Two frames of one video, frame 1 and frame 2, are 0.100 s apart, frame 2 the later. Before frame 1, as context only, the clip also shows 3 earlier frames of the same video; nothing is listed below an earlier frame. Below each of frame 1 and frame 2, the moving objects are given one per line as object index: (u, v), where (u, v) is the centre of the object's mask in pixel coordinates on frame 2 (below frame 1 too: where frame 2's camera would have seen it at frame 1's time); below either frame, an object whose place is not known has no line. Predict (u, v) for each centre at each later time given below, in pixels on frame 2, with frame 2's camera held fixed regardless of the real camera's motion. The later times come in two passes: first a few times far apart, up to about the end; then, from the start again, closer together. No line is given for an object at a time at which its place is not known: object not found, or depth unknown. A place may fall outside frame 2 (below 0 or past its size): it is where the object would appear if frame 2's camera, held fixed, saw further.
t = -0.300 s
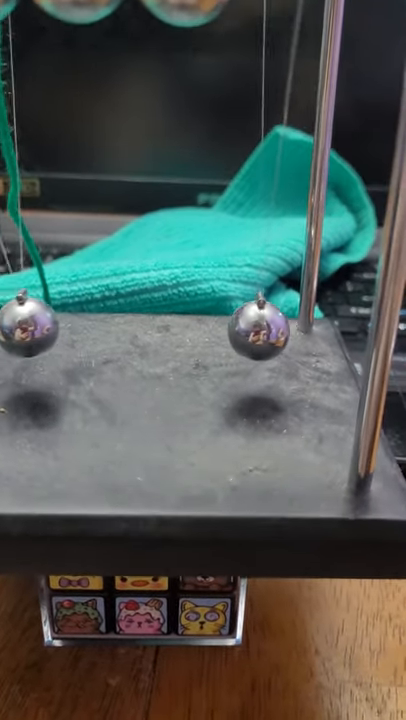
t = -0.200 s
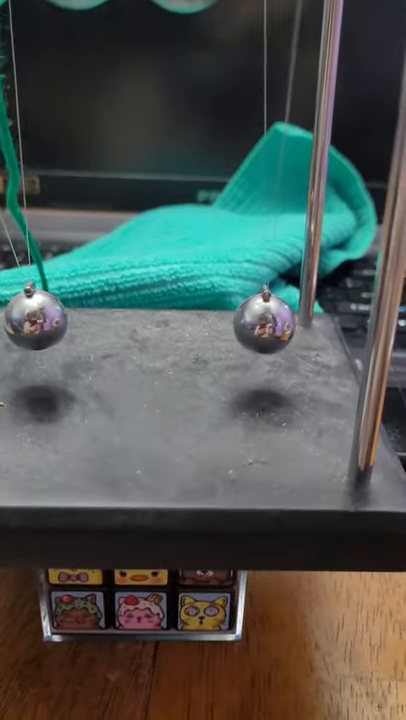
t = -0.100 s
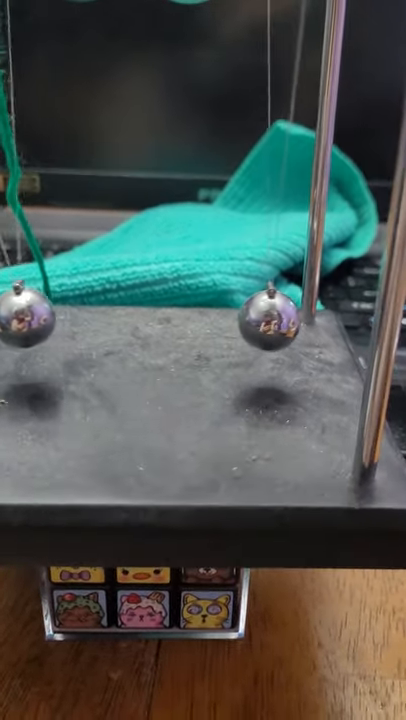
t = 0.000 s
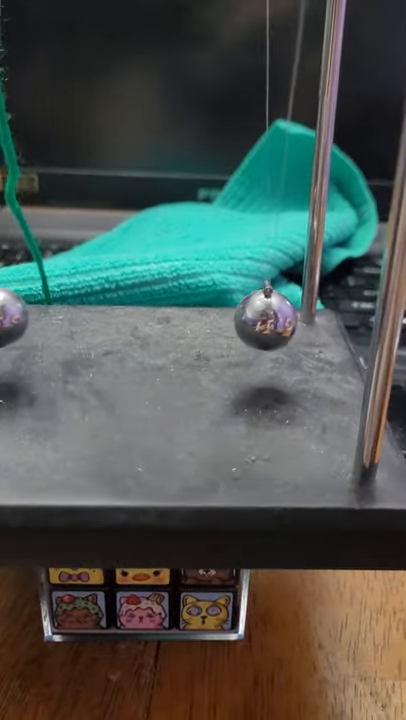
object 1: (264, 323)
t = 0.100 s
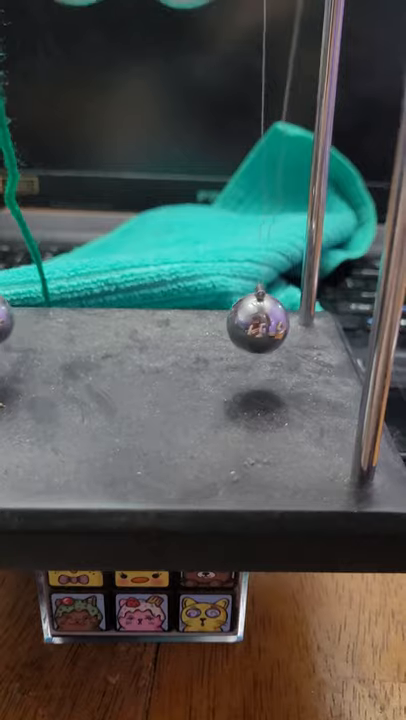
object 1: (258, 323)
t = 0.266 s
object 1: (255, 322)
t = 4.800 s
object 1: (257, 323)
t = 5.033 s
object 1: (269, 323)
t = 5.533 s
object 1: (265, 323)
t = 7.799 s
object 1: (254, 323)
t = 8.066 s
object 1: (264, 323)
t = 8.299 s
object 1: (268, 323)
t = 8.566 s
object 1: (252, 323)
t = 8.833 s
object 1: (273, 323)
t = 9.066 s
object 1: (256, 323)
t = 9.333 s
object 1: (263, 324)
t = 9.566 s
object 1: (269, 323)
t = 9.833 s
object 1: (251, 323)
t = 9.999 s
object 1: (267, 323)
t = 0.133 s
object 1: (256, 323)
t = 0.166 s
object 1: (255, 323)
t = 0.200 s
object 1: (254, 322)
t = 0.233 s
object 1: (254, 323)
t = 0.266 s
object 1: (255, 322)
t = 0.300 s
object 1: (257, 322)
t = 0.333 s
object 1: (259, 323)
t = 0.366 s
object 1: (261, 323)
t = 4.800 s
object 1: (257, 323)
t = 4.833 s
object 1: (259, 323)
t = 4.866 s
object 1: (263, 323)
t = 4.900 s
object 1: (265, 323)
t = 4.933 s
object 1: (268, 324)
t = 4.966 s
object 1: (269, 324)
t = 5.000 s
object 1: (270, 324)
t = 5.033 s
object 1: (269, 323)
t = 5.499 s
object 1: (263, 323)
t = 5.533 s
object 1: (265, 323)
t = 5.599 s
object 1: (269, 323)
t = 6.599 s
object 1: (252, 323)
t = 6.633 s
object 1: (252, 323)
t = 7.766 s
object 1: (257, 324)
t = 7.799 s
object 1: (254, 323)
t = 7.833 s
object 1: (252, 323)
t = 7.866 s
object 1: (251, 323)
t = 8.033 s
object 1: (260, 323)
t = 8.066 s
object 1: (264, 323)
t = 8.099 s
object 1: (267, 323)
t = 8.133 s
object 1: (270, 323)
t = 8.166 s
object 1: (271, 323)
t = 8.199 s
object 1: (272, 323)
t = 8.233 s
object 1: (272, 323)
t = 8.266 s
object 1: (270, 323)
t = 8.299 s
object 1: (268, 323)
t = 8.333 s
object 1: (265, 323)
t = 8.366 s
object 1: (261, 323)
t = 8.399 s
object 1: (258, 323)
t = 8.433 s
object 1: (255, 323)
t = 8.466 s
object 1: (252, 323)
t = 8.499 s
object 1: (251, 323)
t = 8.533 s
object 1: (251, 323)
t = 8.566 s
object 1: (252, 323)
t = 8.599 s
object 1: (254, 323)
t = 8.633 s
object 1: (257, 323)
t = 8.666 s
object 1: (260, 323)
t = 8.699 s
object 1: (264, 323)
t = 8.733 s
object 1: (267, 323)
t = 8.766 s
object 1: (270, 323)
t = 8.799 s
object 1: (272, 323)
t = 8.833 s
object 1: (273, 323)
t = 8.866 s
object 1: (273, 323)
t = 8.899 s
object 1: (271, 324)
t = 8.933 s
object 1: (269, 323)
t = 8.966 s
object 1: (266, 323)
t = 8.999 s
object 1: (262, 324)
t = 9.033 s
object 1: (259, 324)
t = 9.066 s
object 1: (256, 323)
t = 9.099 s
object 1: (253, 323)
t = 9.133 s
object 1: (252, 323)
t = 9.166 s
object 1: (252, 323)
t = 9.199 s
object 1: (252, 323)
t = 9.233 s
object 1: (254, 323)
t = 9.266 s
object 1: (257, 323)
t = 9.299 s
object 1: (260, 324)
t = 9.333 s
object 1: (263, 324)
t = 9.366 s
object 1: (267, 323)
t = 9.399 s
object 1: (270, 323)
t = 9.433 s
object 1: (272, 323)
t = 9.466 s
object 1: (273, 323)
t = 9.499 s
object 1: (273, 323)
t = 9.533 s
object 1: (272, 323)
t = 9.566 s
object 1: (269, 323)
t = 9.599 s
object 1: (266, 323)
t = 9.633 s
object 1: (263, 323)
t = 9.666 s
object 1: (259, 323)
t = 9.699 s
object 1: (256, 323)
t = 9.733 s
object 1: (253, 323)
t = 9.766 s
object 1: (252, 323)
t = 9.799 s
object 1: (251, 323)
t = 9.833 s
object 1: (251, 323)
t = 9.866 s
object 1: (253, 323)
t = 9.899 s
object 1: (256, 323)
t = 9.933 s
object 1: (259, 323)
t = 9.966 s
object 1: (263, 323)
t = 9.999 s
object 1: (267, 323)
